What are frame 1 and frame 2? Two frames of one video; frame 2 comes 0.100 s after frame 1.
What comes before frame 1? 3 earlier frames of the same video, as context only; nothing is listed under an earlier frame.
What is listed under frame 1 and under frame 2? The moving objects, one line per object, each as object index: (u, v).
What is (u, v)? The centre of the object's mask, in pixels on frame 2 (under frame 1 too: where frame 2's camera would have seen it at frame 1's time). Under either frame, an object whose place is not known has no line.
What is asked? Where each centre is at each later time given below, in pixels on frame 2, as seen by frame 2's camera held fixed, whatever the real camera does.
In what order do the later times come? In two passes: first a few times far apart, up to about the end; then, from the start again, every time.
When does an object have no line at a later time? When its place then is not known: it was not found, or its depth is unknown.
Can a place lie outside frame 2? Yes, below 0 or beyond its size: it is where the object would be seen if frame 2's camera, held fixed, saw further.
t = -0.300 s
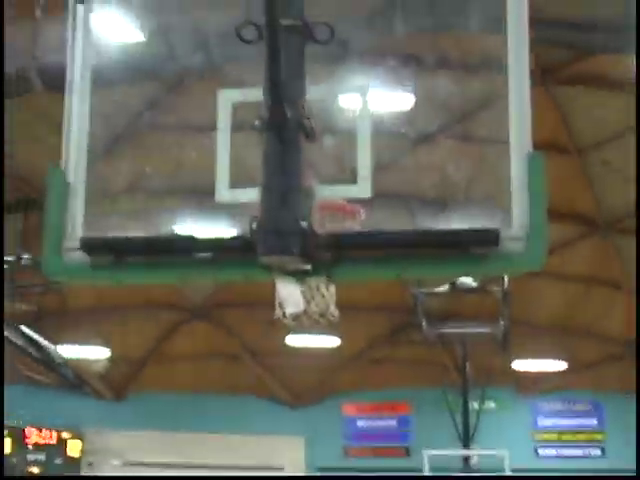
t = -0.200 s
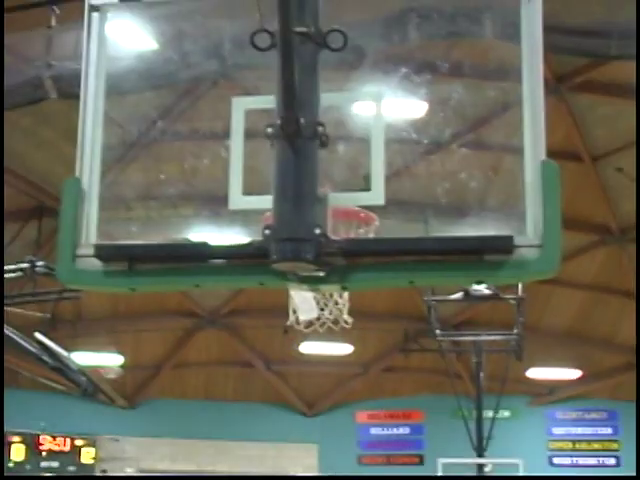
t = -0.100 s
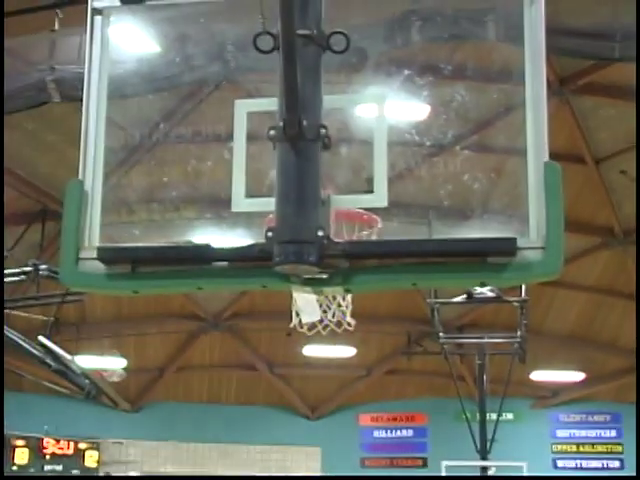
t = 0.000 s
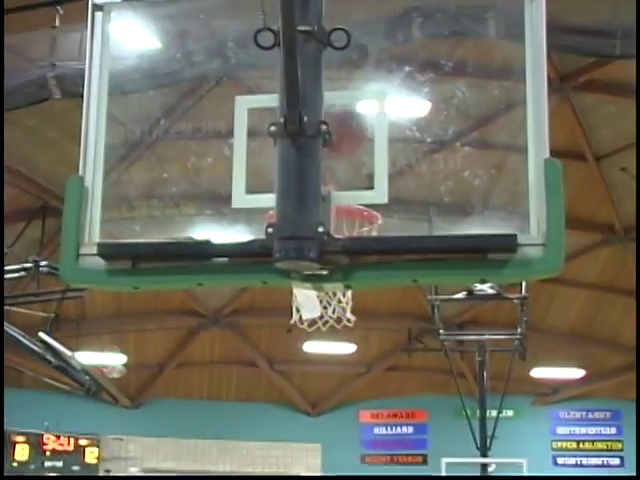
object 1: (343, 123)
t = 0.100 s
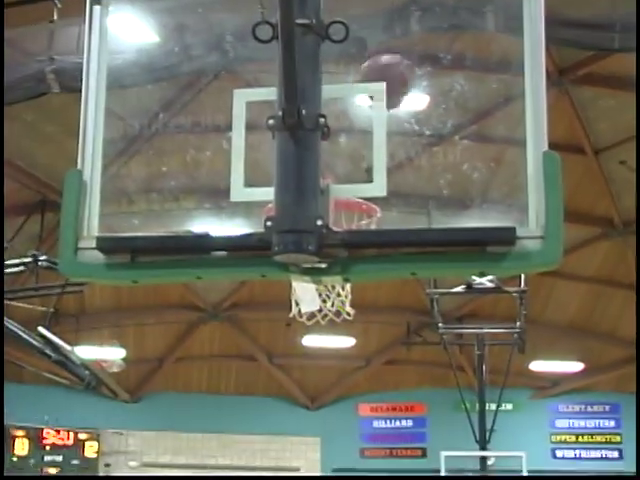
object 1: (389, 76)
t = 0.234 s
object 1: (444, 61)
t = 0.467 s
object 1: (559, 115)
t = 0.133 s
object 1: (402, 70)
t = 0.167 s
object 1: (415, 66)
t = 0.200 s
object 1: (430, 63)
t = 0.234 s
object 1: (444, 61)
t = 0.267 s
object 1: (460, 62)
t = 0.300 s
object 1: (472, 66)
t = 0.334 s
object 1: (487, 73)
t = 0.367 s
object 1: (499, 80)
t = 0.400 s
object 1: (507, 90)
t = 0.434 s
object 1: (512, 101)
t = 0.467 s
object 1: (559, 115)
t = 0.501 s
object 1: (566, 130)
